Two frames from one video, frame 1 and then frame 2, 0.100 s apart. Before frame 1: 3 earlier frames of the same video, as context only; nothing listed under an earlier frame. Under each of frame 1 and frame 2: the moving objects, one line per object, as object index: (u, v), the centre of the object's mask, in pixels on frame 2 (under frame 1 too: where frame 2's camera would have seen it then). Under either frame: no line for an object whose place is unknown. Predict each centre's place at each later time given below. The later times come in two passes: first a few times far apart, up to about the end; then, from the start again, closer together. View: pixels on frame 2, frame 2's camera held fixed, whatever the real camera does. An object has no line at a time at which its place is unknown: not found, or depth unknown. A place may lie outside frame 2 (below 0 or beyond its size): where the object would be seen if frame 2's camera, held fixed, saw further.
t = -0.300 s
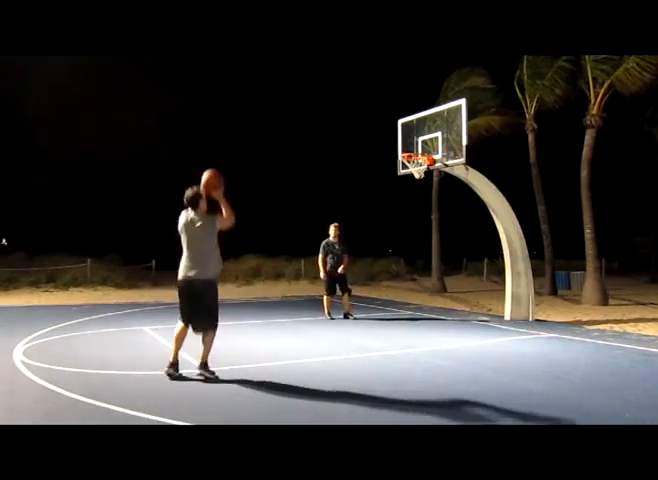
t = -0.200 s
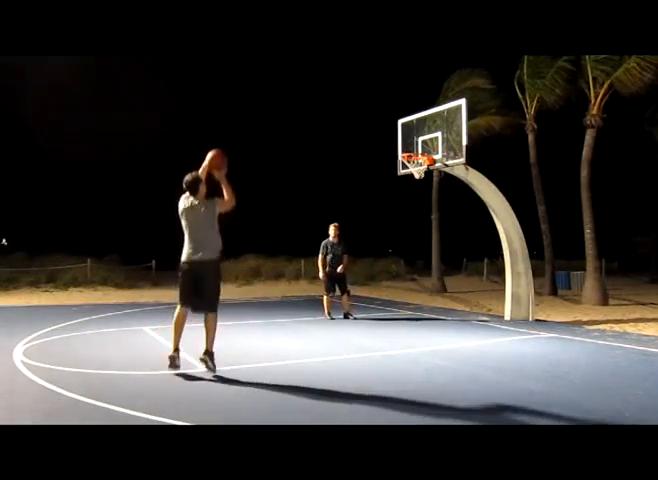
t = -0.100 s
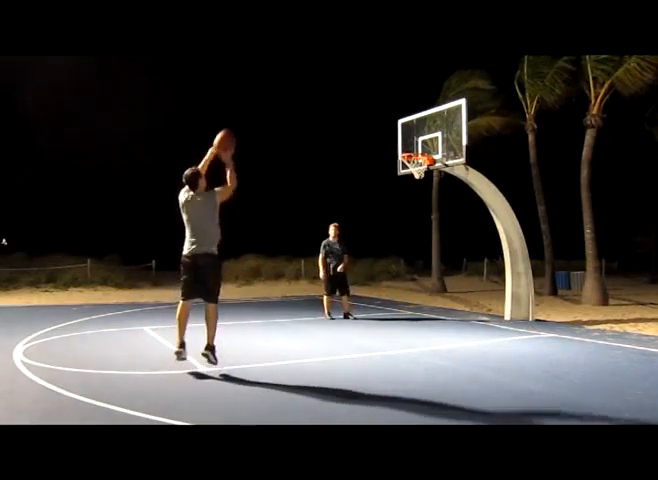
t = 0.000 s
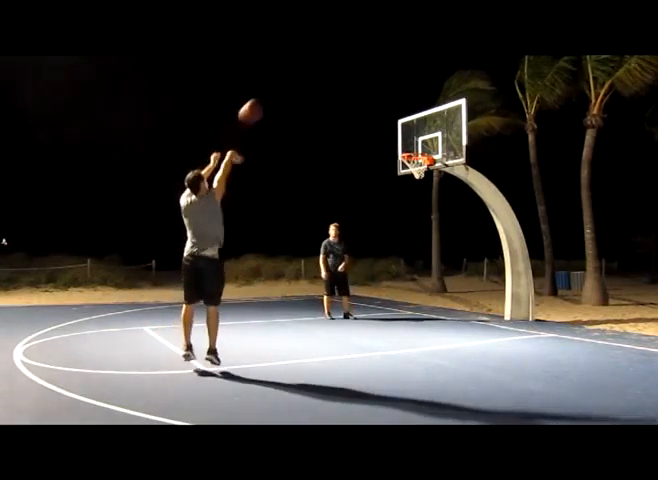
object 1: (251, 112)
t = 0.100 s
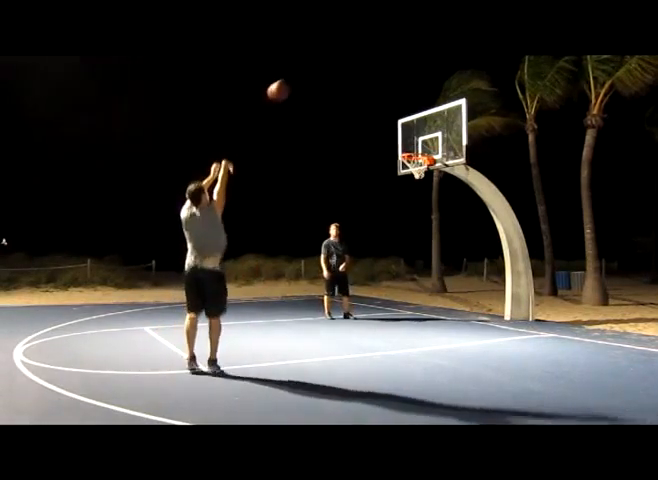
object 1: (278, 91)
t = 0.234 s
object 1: (311, 77)
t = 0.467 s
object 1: (359, 85)
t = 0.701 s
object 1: (399, 121)
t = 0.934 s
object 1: (424, 136)
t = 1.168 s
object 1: (413, 126)
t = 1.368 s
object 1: (394, 137)
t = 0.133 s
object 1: (287, 86)
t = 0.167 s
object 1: (295, 83)
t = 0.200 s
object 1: (303, 79)
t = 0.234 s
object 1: (311, 77)
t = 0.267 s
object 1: (318, 76)
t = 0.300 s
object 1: (325, 76)
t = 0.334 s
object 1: (333, 76)
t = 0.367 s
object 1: (339, 78)
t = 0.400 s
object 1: (346, 80)
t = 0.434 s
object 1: (352, 82)
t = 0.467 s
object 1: (359, 85)
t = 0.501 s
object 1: (365, 88)
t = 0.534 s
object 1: (371, 93)
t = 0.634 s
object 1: (388, 109)
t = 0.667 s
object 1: (392, 115)
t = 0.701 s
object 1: (399, 121)
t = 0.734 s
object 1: (404, 128)
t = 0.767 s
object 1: (408, 135)
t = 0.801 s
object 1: (412, 144)
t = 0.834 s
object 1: (416, 145)
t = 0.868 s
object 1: (418, 141)
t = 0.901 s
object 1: (421, 138)
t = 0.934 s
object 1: (424, 136)
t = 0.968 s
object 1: (425, 134)
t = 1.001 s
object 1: (425, 131)
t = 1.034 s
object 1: (422, 129)
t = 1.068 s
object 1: (419, 128)
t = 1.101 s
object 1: (416, 126)
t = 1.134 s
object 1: (413, 126)
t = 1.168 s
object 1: (413, 126)
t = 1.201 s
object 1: (408, 126)
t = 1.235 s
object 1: (405, 126)
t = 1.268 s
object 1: (403, 127)
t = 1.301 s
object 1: (400, 130)
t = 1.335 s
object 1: (396, 134)
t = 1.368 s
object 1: (394, 137)
